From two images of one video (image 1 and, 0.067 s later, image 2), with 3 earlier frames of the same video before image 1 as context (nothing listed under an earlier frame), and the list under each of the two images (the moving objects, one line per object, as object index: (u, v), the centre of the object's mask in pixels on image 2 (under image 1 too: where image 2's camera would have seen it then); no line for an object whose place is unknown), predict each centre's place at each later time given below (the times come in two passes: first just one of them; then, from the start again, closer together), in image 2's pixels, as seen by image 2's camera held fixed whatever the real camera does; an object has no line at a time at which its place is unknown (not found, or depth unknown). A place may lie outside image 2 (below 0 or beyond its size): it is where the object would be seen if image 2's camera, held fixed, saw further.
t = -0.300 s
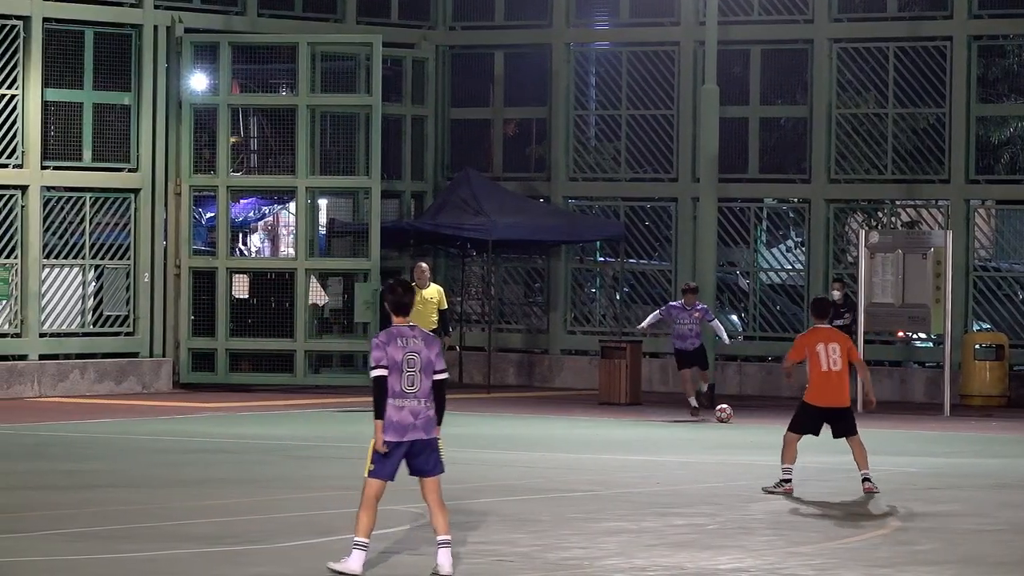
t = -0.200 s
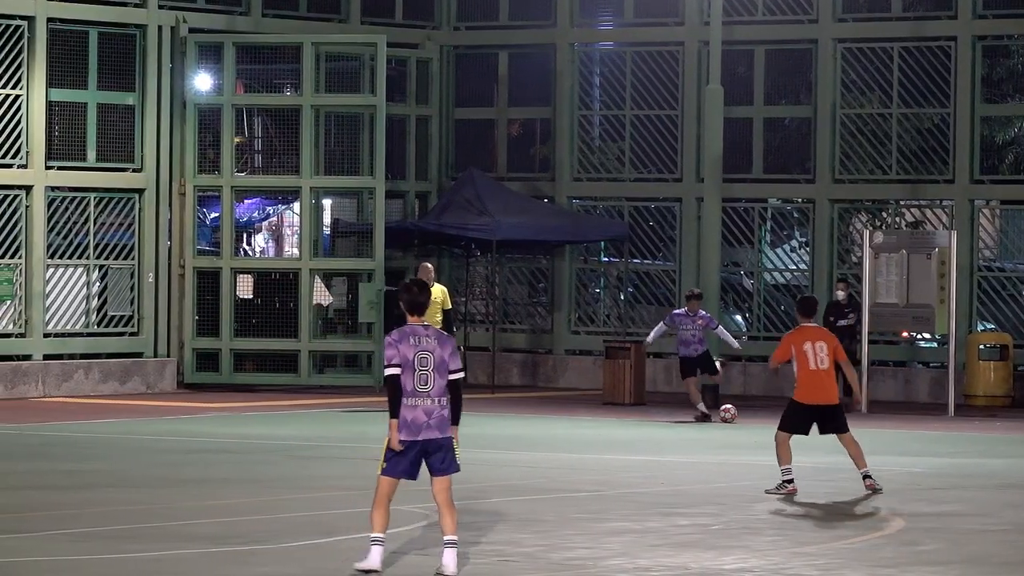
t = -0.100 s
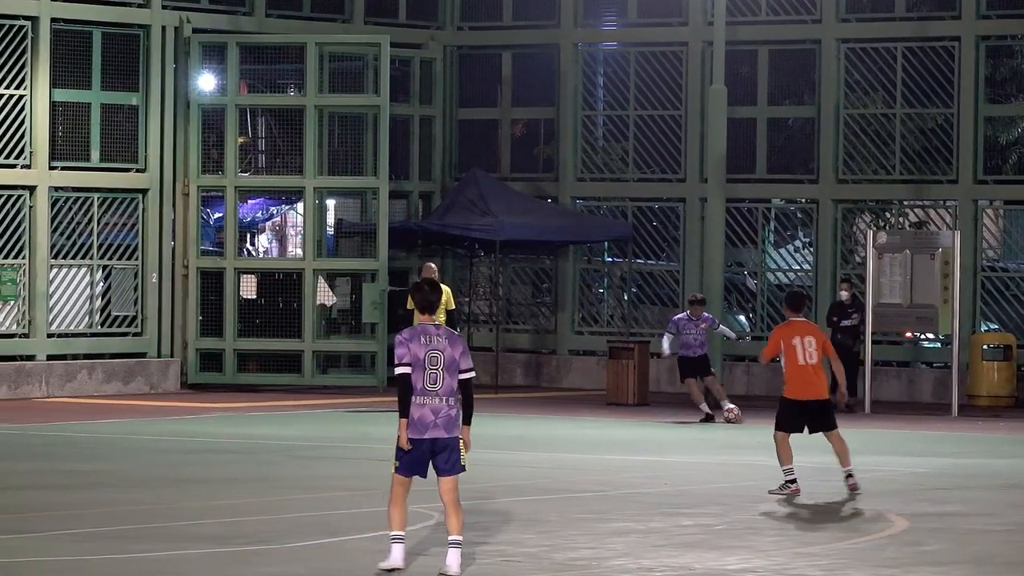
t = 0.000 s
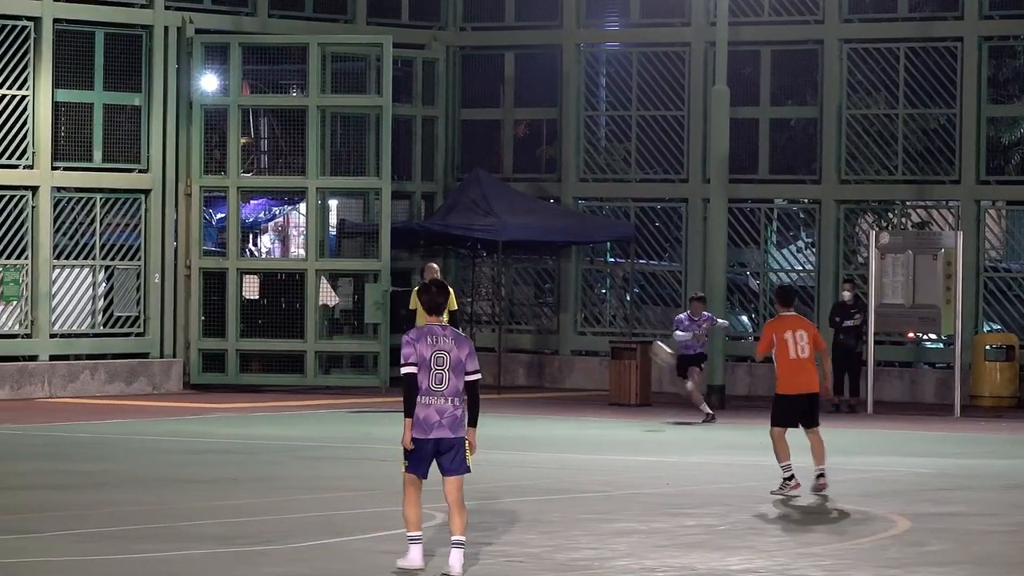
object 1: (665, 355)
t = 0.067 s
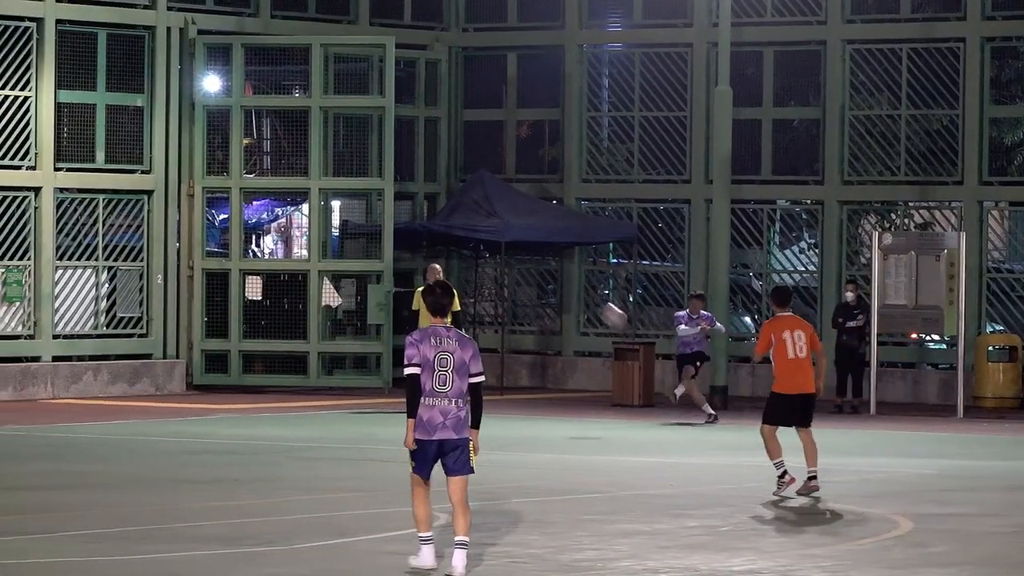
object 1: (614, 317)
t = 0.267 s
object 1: (440, 211)
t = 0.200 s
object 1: (500, 245)
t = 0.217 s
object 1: (486, 236)
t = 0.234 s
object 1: (470, 227)
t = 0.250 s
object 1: (456, 219)
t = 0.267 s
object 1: (440, 211)
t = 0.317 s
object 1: (394, 188)
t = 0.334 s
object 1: (377, 181)
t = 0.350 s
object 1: (360, 174)
